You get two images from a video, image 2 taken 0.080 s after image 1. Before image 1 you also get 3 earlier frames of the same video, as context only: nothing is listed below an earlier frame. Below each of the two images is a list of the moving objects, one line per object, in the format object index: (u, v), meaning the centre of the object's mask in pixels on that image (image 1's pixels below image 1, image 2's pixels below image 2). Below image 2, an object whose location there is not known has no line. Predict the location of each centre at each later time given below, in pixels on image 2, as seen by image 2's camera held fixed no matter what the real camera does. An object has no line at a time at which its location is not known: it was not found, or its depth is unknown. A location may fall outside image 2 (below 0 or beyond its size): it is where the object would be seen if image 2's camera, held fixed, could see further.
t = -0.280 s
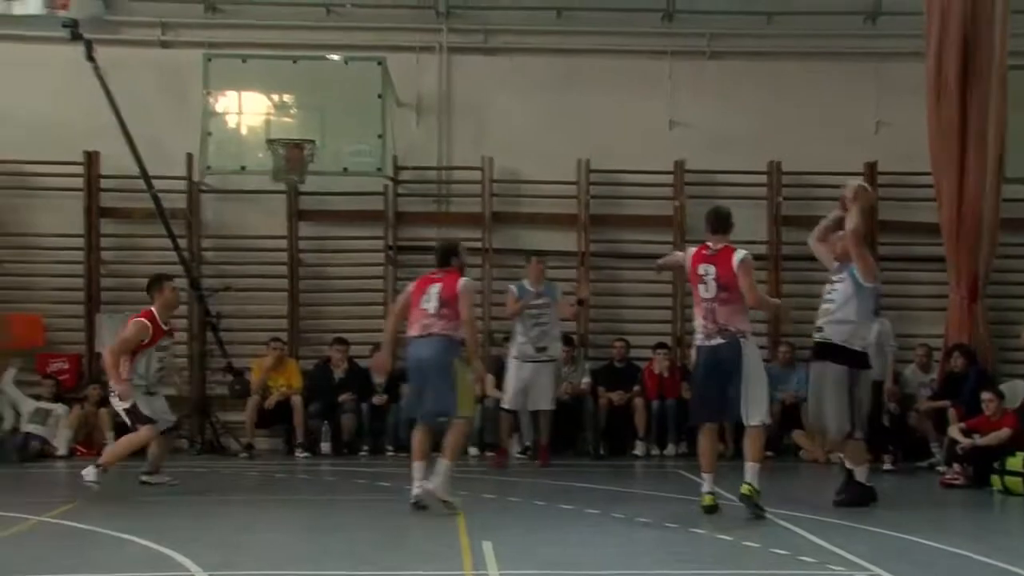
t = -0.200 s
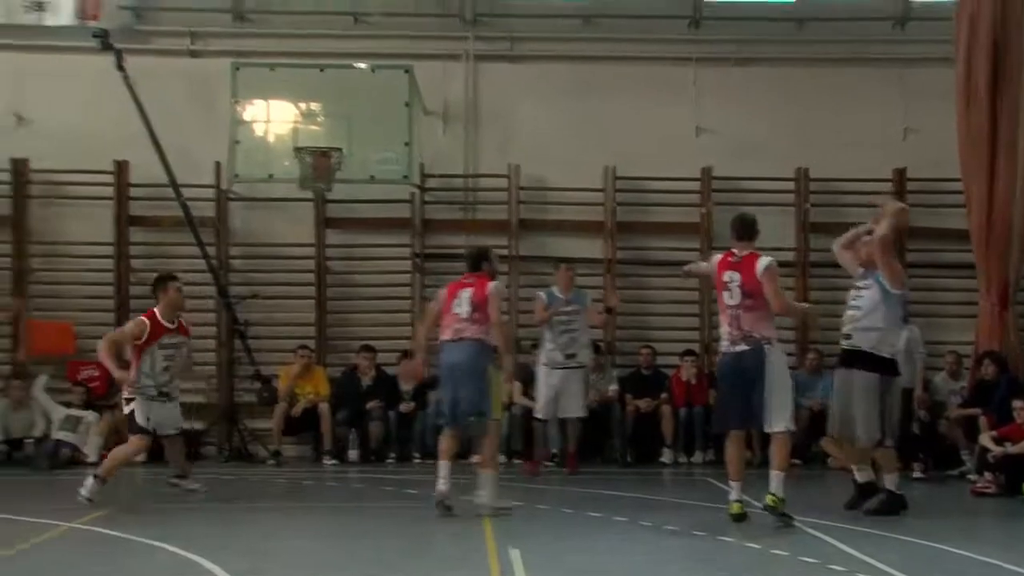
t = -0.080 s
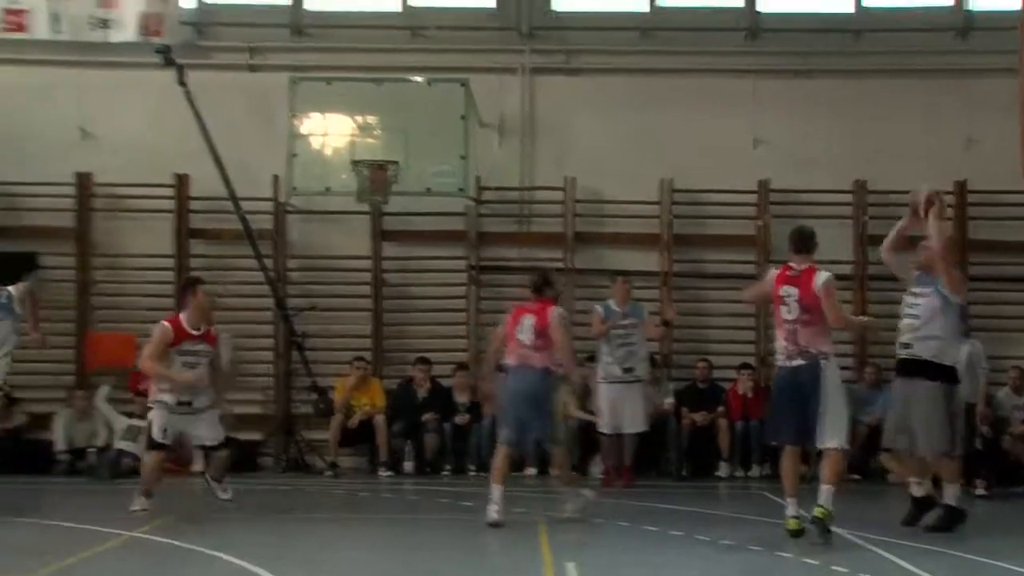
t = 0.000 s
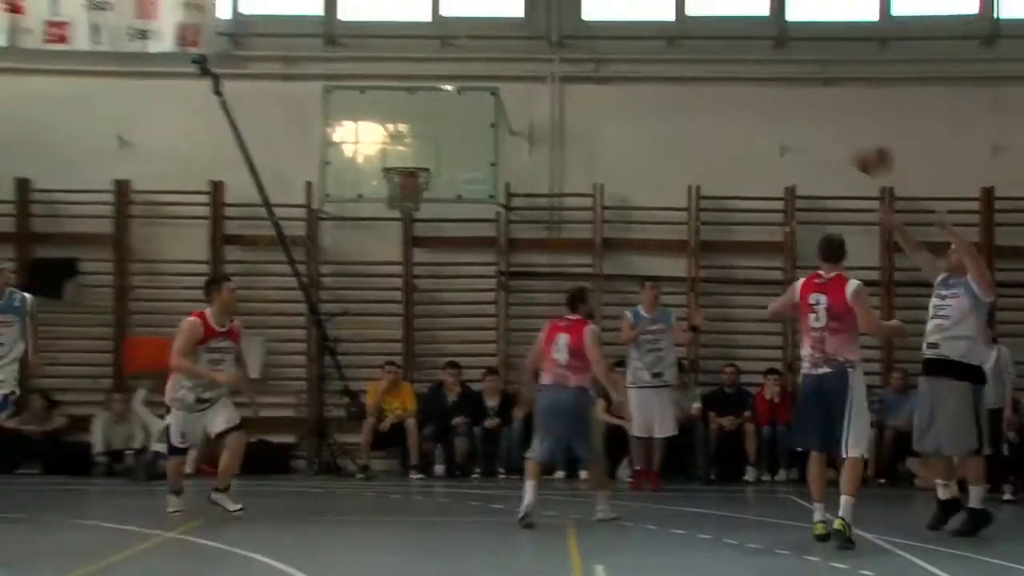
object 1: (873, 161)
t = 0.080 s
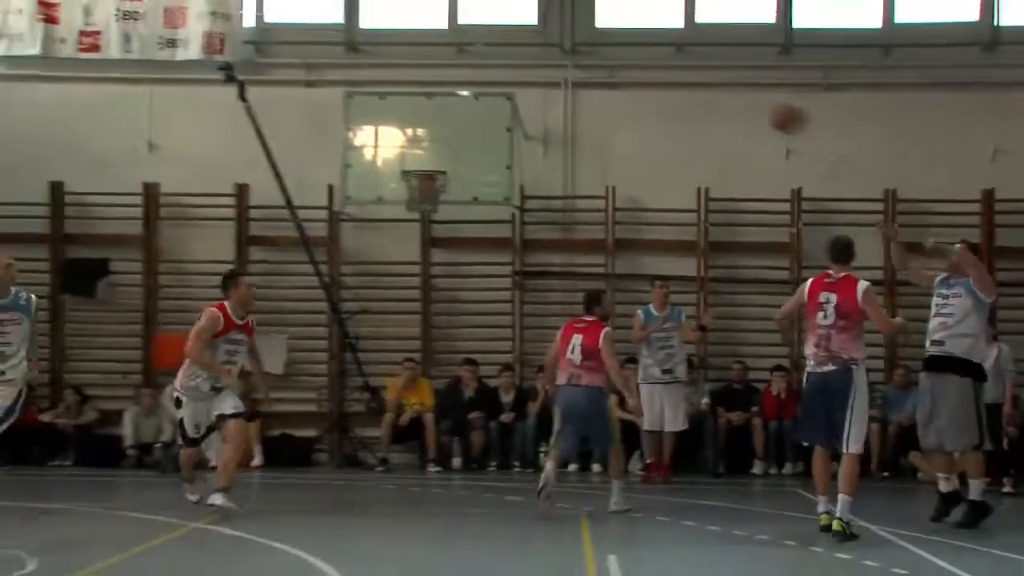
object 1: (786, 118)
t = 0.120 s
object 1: (741, 97)
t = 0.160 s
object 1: (694, 79)
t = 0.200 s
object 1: (643, 62)
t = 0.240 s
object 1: (595, 47)
